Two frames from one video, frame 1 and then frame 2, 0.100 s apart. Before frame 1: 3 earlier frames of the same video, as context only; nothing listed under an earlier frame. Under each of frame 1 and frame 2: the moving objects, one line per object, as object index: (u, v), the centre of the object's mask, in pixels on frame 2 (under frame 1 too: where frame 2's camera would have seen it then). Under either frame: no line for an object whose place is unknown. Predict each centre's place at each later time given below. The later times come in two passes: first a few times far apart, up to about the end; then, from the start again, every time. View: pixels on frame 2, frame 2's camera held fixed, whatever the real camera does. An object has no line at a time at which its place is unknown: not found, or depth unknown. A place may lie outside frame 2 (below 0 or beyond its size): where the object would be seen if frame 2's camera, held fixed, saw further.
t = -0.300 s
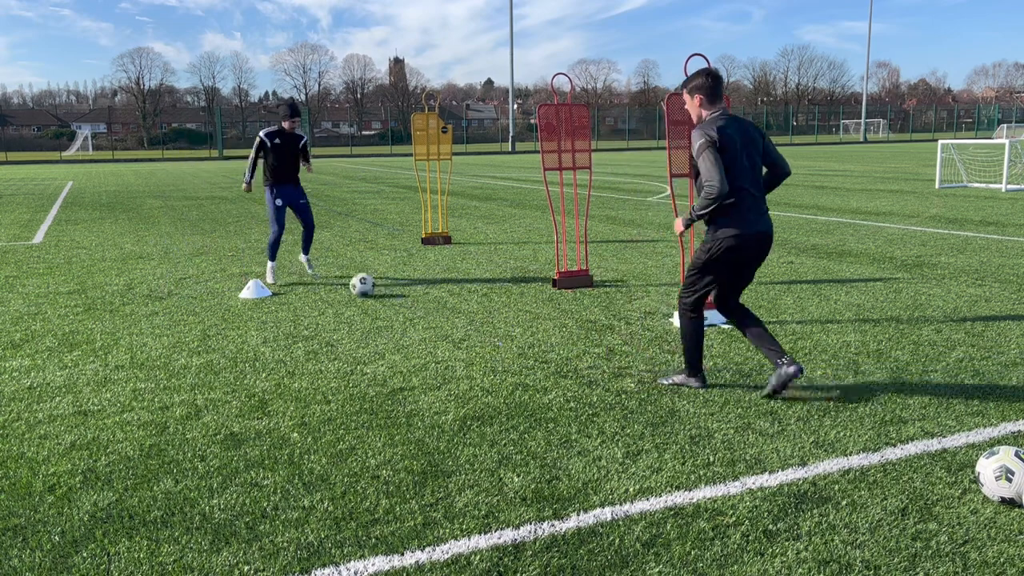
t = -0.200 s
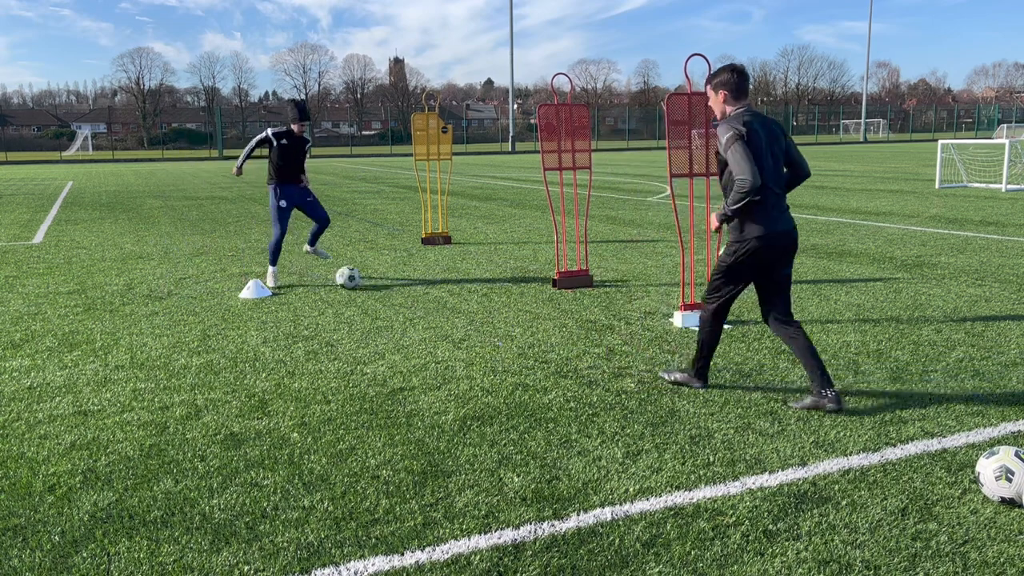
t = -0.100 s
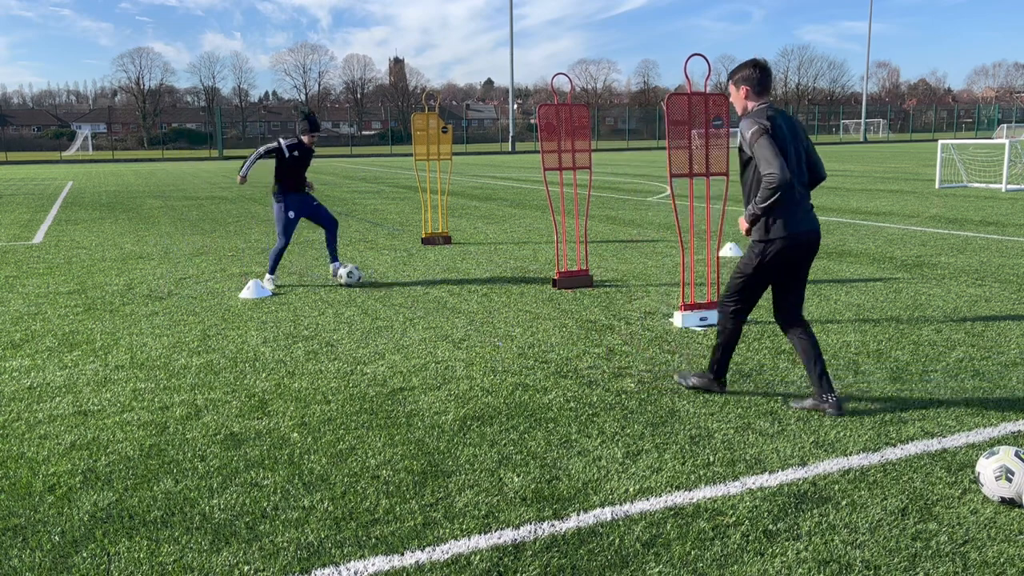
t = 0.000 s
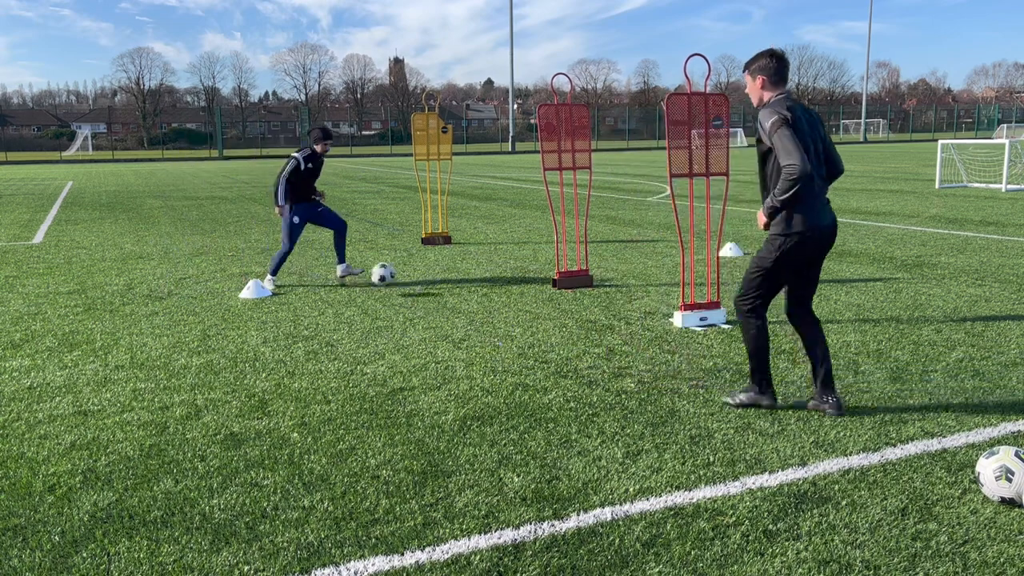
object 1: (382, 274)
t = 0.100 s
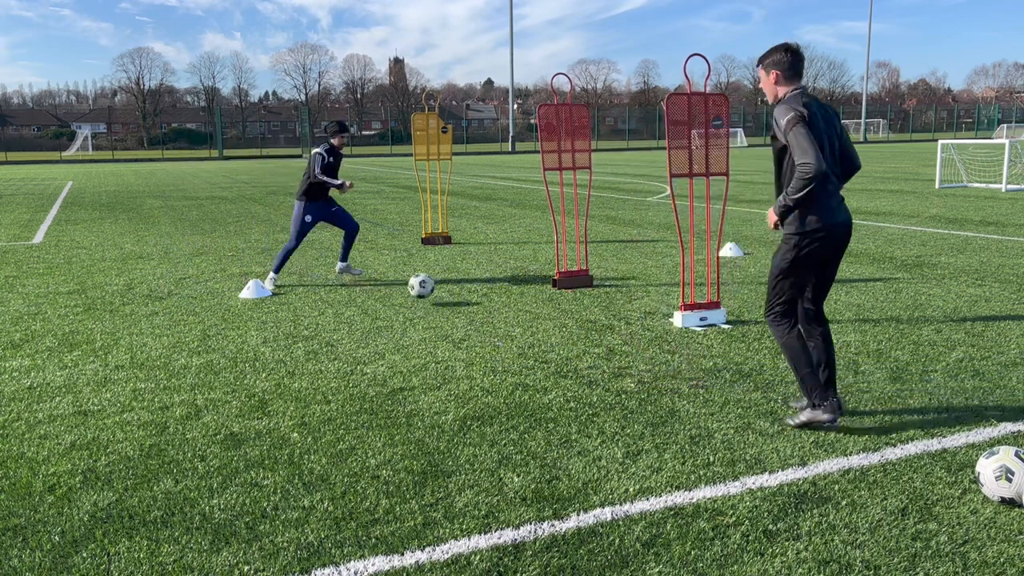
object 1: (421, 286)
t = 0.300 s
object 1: (494, 299)
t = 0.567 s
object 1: (608, 331)
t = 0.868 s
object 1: (780, 380)
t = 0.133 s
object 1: (435, 293)
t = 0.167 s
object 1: (447, 299)
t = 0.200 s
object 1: (459, 297)
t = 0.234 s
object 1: (470, 296)
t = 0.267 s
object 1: (482, 297)
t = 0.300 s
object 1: (494, 299)
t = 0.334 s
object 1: (507, 303)
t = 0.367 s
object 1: (520, 308)
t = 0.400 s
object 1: (533, 315)
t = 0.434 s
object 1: (547, 324)
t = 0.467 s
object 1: (561, 325)
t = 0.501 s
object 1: (576, 325)
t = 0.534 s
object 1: (591, 327)
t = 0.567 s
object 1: (608, 331)
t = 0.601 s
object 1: (625, 338)
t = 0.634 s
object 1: (641, 346)
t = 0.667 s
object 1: (659, 351)
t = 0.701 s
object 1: (677, 352)
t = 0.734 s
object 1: (697, 357)
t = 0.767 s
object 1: (716, 364)
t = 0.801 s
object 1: (736, 372)
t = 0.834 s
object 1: (758, 376)
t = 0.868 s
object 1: (780, 380)
